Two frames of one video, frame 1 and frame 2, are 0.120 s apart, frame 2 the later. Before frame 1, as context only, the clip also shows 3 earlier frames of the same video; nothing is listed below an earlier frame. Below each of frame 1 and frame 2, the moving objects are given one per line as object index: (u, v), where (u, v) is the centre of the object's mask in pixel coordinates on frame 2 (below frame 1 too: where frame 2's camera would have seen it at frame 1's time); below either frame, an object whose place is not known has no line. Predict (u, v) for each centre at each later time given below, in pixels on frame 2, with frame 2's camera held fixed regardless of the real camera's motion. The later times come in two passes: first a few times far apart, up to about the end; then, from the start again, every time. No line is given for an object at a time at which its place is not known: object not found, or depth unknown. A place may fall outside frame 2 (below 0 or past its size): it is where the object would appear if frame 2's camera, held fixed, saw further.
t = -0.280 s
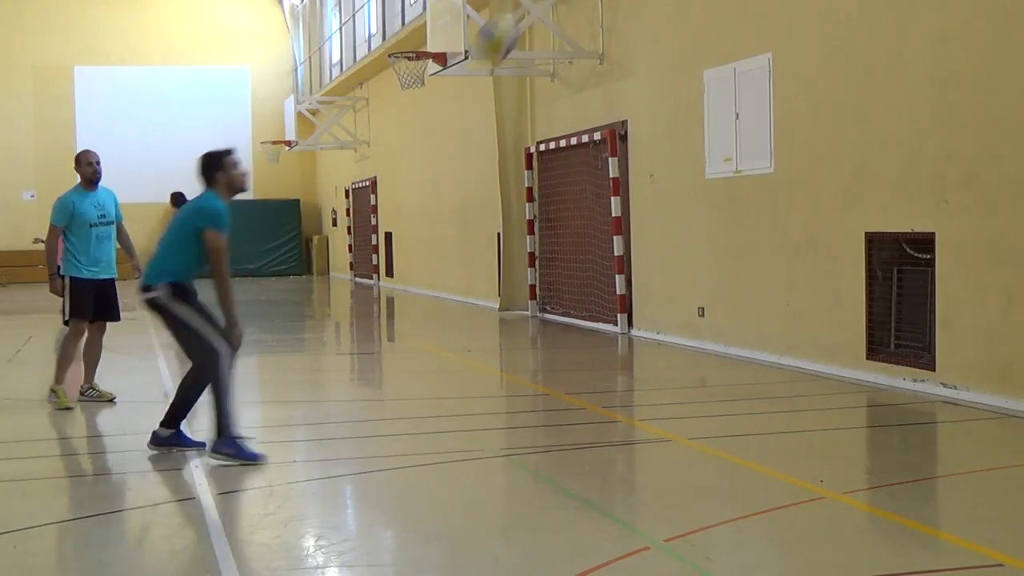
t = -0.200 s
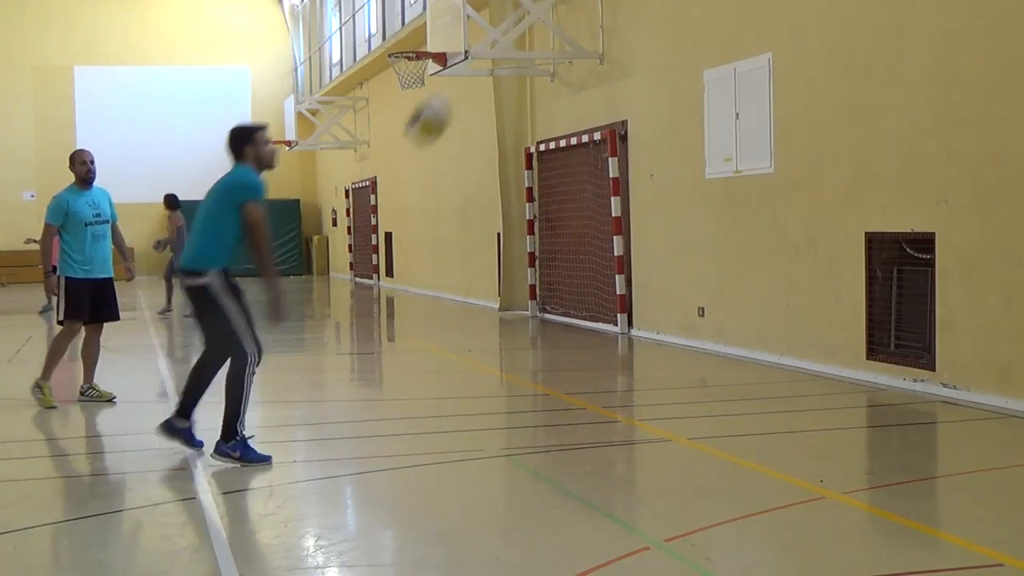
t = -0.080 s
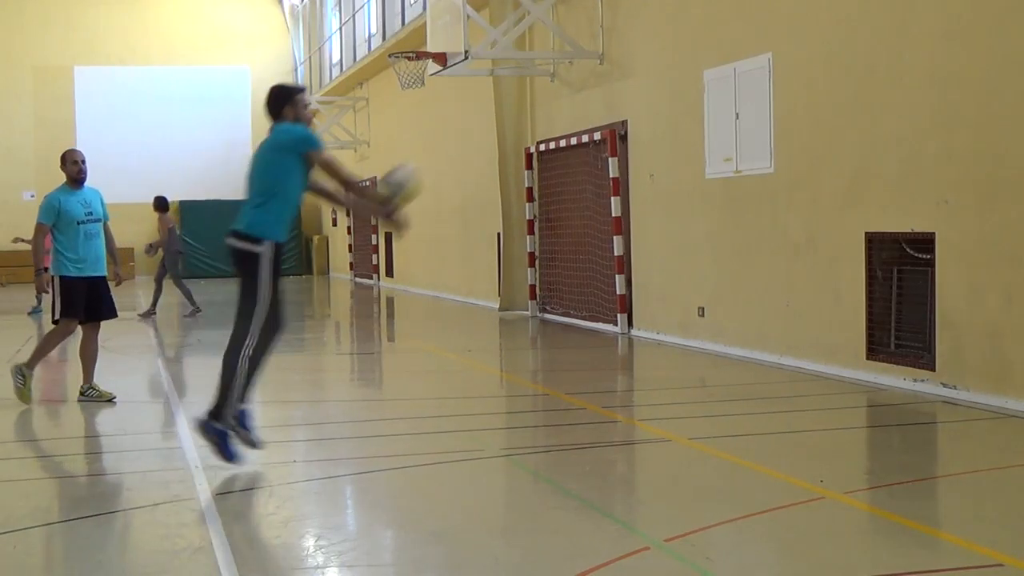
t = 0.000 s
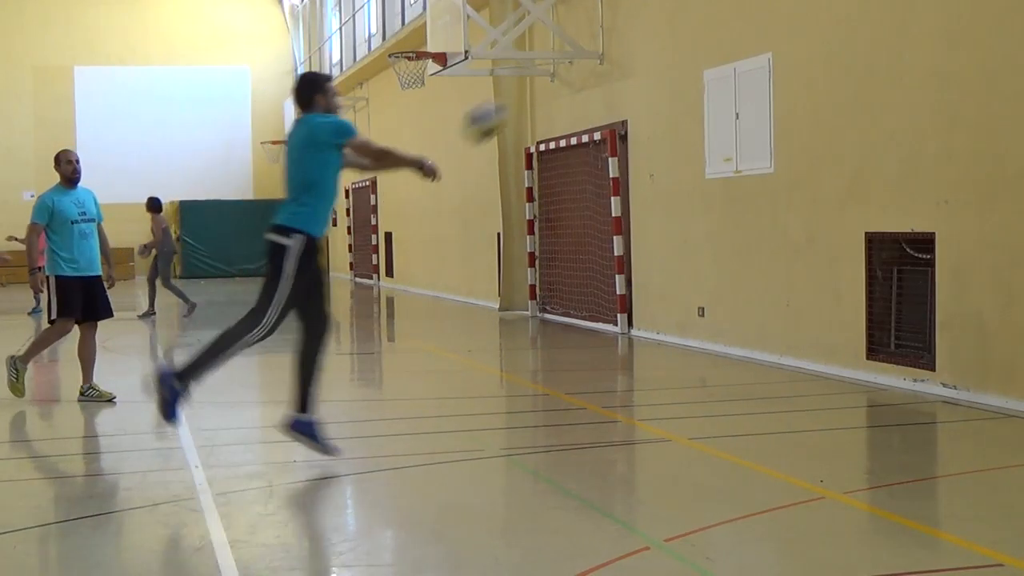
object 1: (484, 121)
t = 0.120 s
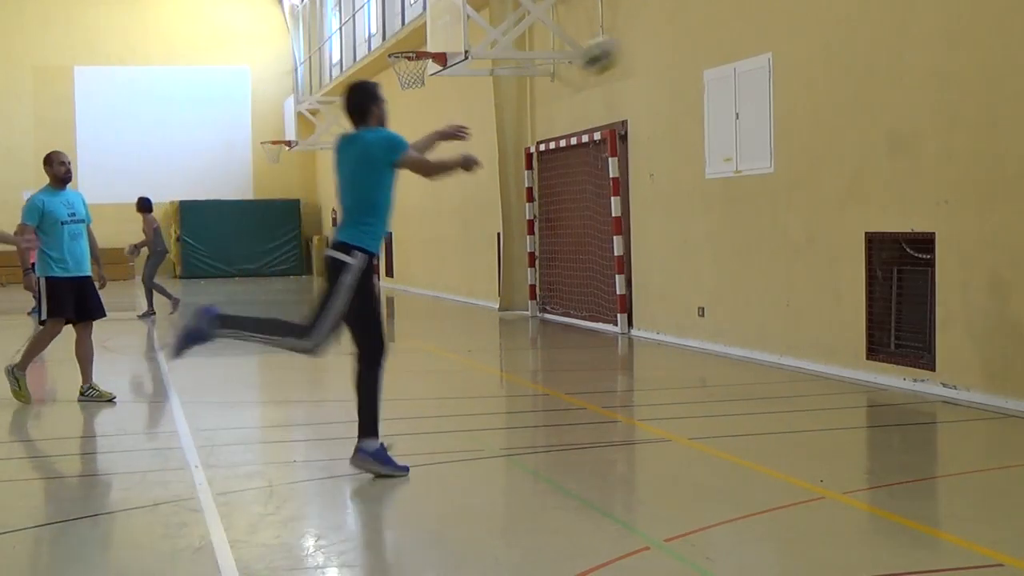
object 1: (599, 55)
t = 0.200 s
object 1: (666, 31)
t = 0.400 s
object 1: (810, 17)
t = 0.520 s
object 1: (792, 26)
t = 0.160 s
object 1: (633, 41)
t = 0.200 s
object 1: (666, 31)
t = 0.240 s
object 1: (697, 23)
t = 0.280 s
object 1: (728, 18)
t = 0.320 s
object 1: (755, 14)
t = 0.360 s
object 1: (785, 16)
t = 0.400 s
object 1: (810, 17)
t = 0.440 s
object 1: (835, 23)
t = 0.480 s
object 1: (822, 24)
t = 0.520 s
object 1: (792, 26)
